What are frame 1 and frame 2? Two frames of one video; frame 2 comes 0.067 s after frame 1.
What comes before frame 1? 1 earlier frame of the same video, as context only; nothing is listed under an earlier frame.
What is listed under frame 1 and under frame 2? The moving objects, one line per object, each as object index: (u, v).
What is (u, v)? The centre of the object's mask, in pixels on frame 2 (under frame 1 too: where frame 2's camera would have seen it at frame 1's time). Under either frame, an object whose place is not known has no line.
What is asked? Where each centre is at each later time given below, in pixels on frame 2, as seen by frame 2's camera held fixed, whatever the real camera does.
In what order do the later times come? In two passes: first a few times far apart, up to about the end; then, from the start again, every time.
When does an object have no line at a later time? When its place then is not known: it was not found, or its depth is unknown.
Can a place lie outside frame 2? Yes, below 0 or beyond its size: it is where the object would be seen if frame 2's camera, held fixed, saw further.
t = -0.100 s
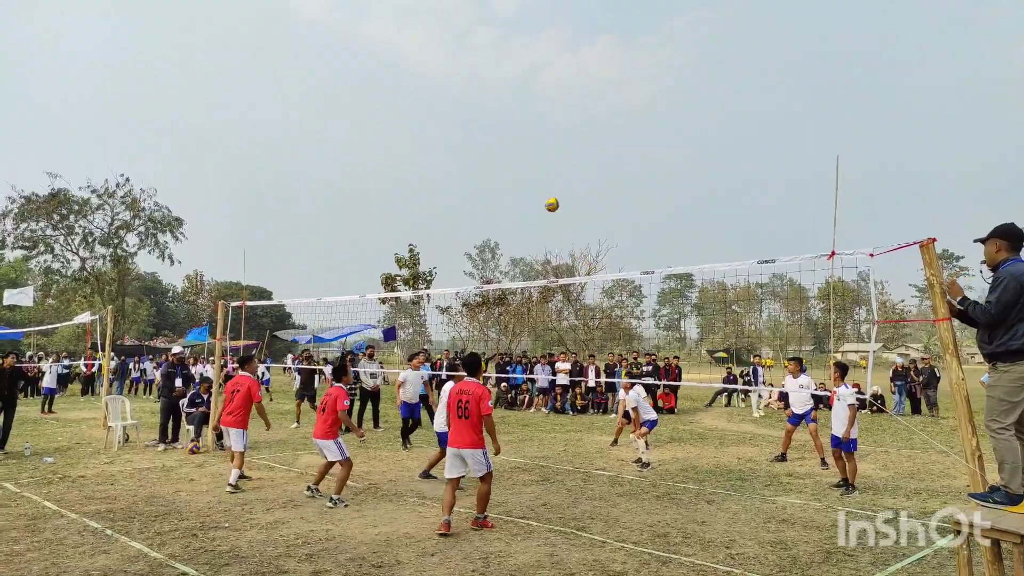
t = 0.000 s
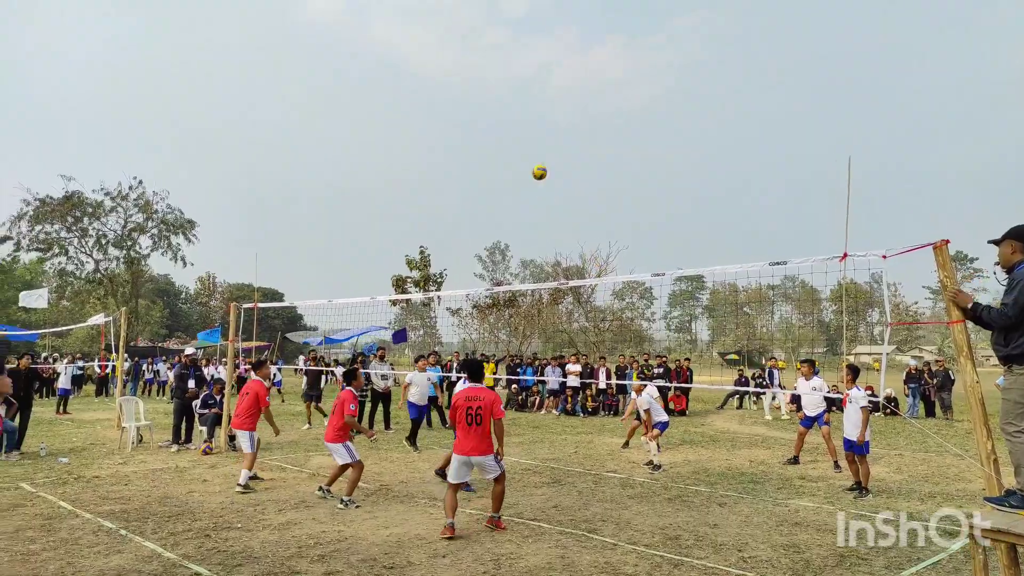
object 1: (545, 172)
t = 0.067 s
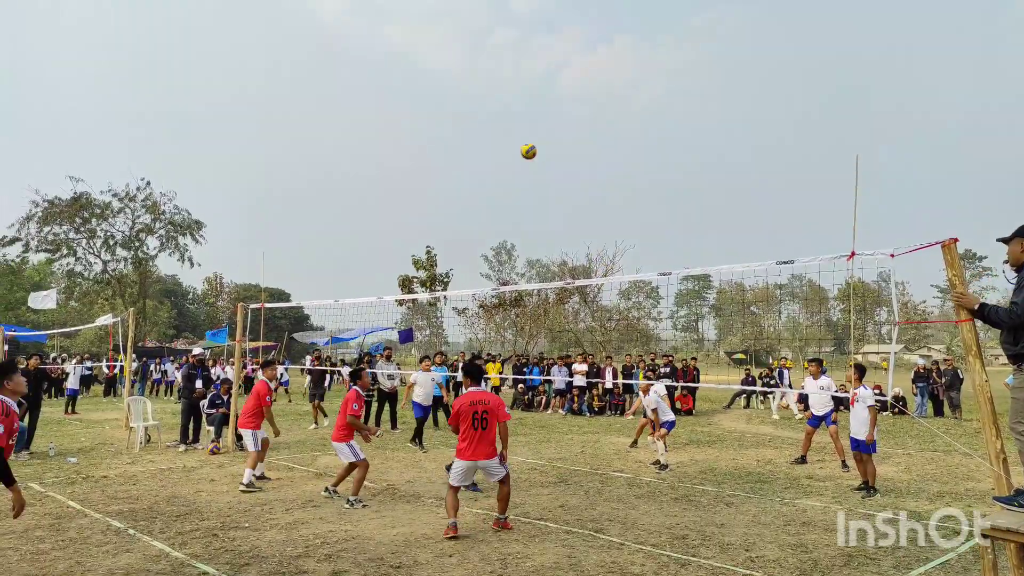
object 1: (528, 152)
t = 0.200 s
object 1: (489, 115)
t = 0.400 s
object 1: (414, 79)
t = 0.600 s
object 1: (313, 73)
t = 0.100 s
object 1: (519, 142)
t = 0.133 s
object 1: (510, 132)
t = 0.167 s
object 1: (500, 124)
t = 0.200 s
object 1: (489, 115)
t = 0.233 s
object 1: (478, 108)
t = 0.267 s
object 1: (467, 101)
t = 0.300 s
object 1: (455, 94)
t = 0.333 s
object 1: (442, 89)
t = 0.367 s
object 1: (428, 83)
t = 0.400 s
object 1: (414, 79)
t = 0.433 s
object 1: (399, 76)
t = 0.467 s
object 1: (384, 73)
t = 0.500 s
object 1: (368, 71)
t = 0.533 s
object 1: (351, 71)
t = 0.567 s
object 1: (333, 71)
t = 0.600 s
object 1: (313, 73)
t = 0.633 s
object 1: (292, 75)
